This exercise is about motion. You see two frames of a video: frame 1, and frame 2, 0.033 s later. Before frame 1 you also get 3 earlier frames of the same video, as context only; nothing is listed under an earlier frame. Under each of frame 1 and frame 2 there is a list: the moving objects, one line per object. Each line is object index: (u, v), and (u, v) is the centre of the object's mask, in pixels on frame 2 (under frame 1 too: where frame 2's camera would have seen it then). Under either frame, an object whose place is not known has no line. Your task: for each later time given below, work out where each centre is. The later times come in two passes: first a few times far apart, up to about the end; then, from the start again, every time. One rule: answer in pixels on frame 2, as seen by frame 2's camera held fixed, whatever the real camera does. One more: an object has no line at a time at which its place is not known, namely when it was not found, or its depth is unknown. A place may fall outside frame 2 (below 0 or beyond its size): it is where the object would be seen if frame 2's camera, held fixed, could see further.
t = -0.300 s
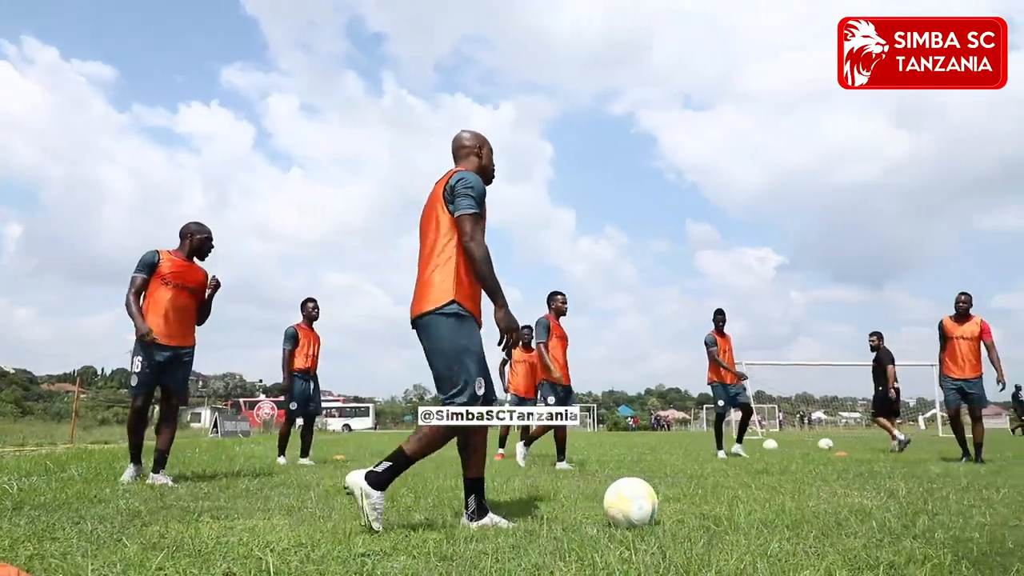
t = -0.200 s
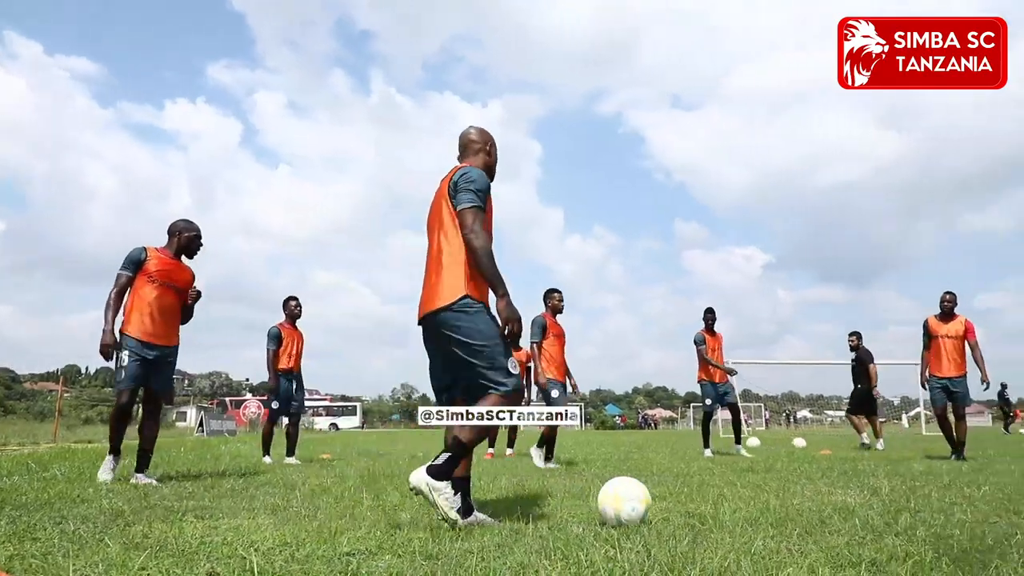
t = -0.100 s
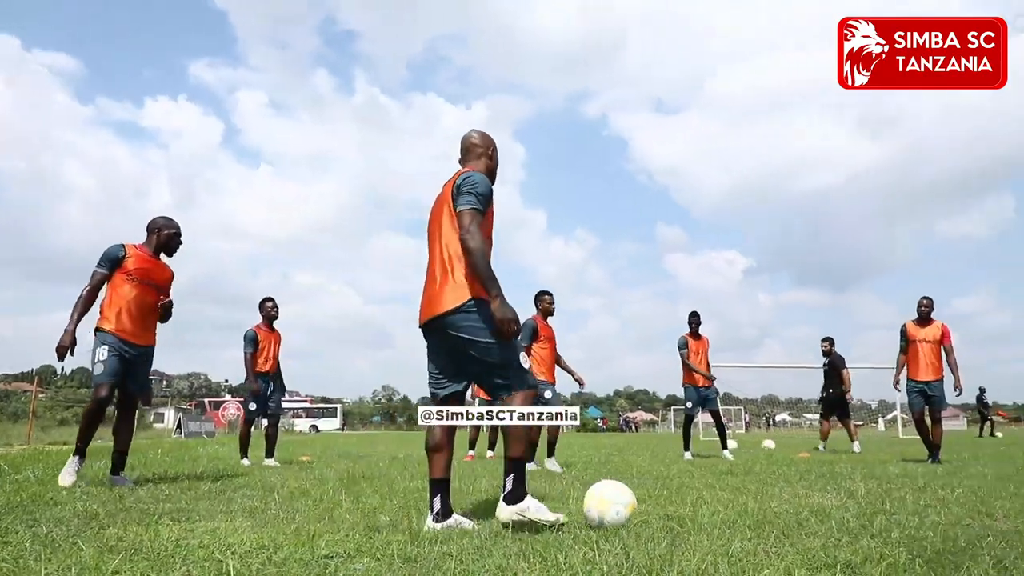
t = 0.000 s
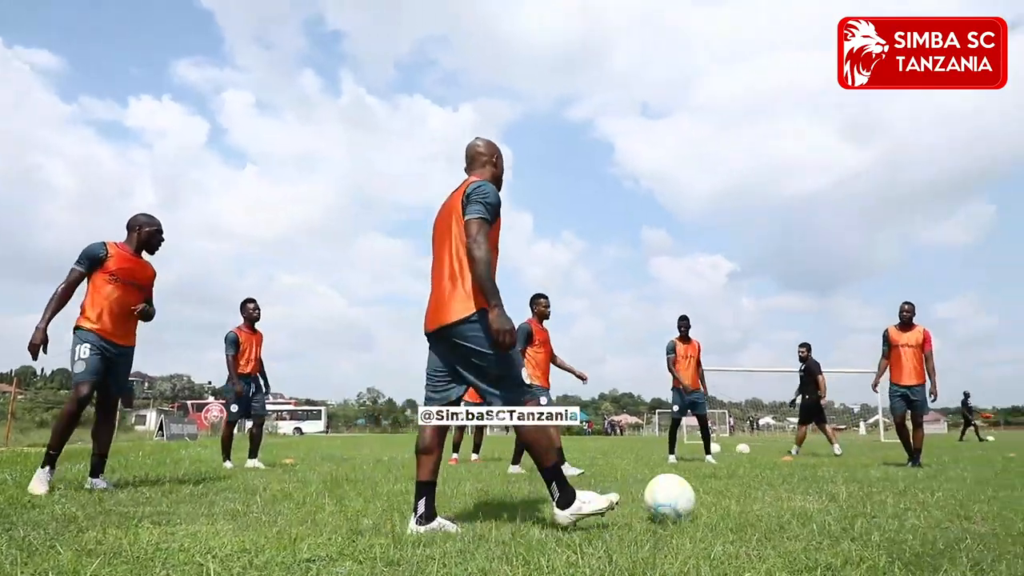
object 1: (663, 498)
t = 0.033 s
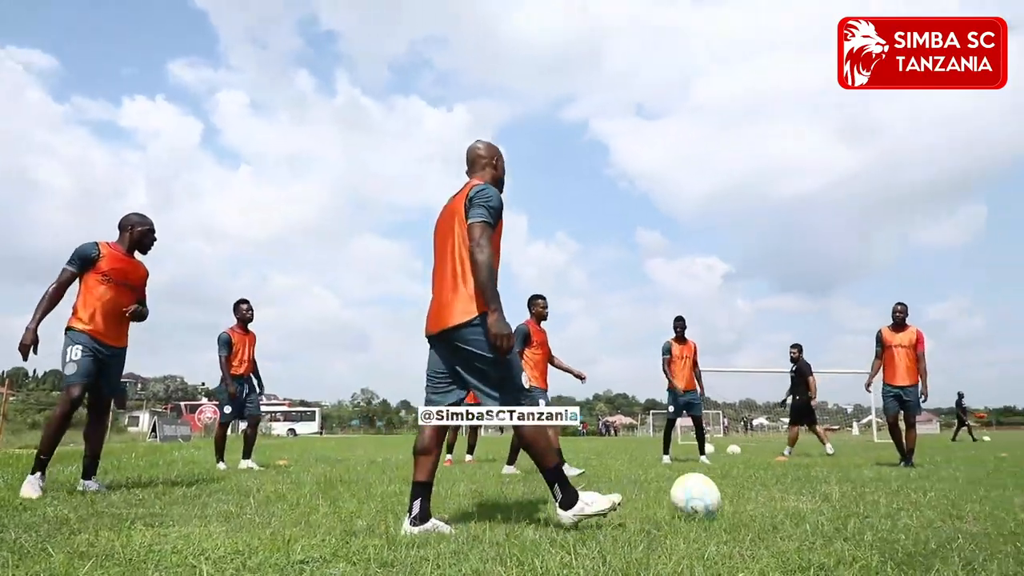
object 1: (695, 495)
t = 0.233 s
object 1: (833, 487)
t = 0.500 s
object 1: (934, 480)
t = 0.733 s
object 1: (996, 479)
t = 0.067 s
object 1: (725, 494)
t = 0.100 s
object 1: (753, 494)
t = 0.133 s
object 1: (778, 494)
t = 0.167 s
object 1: (799, 493)
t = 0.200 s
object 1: (816, 489)
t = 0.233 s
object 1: (833, 487)
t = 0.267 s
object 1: (848, 484)
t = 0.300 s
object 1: (862, 484)
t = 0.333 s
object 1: (877, 483)
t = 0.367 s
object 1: (890, 485)
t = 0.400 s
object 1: (904, 487)
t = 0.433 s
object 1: (914, 485)
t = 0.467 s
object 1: (924, 482)
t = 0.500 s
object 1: (934, 480)
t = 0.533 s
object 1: (944, 478)
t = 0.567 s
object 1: (954, 478)
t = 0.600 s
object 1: (963, 481)
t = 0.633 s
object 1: (973, 484)
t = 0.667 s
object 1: (981, 484)
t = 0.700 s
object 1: (989, 482)
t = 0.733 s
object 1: (996, 479)
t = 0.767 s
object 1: (1004, 477)
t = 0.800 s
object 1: (1012, 476)
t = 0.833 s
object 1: (1021, 479)
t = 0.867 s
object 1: (1028, 480)
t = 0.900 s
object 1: (1036, 482)
